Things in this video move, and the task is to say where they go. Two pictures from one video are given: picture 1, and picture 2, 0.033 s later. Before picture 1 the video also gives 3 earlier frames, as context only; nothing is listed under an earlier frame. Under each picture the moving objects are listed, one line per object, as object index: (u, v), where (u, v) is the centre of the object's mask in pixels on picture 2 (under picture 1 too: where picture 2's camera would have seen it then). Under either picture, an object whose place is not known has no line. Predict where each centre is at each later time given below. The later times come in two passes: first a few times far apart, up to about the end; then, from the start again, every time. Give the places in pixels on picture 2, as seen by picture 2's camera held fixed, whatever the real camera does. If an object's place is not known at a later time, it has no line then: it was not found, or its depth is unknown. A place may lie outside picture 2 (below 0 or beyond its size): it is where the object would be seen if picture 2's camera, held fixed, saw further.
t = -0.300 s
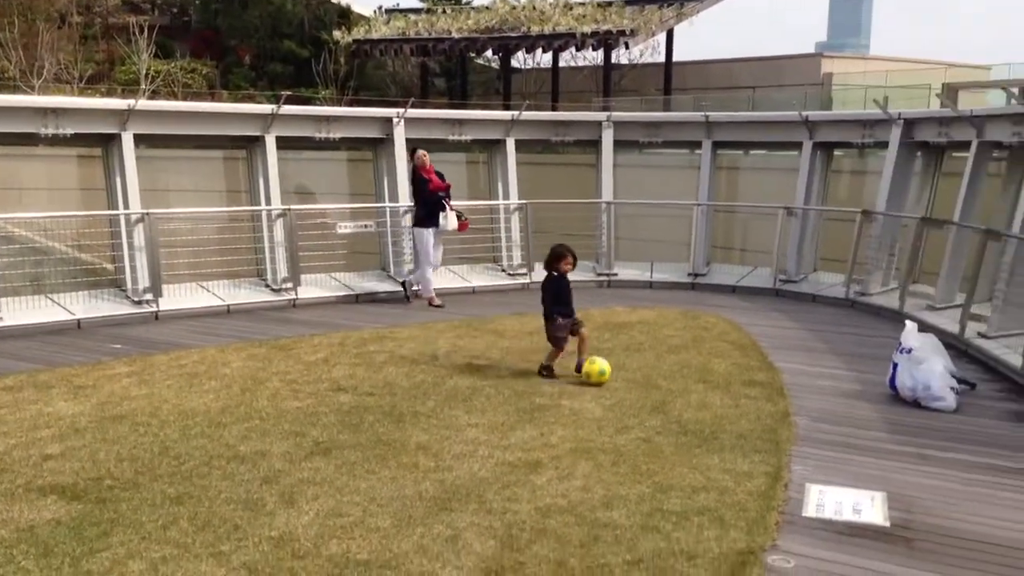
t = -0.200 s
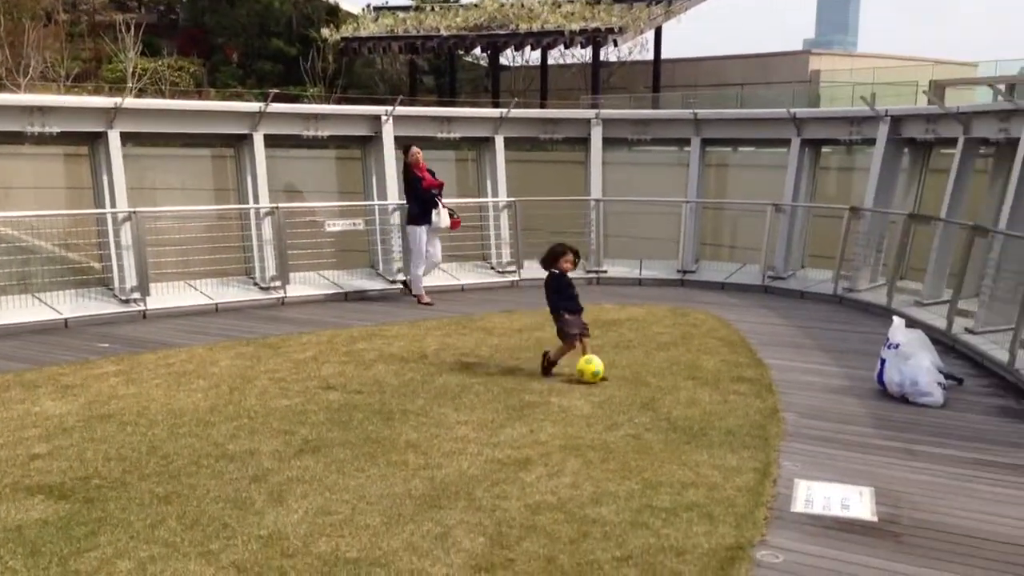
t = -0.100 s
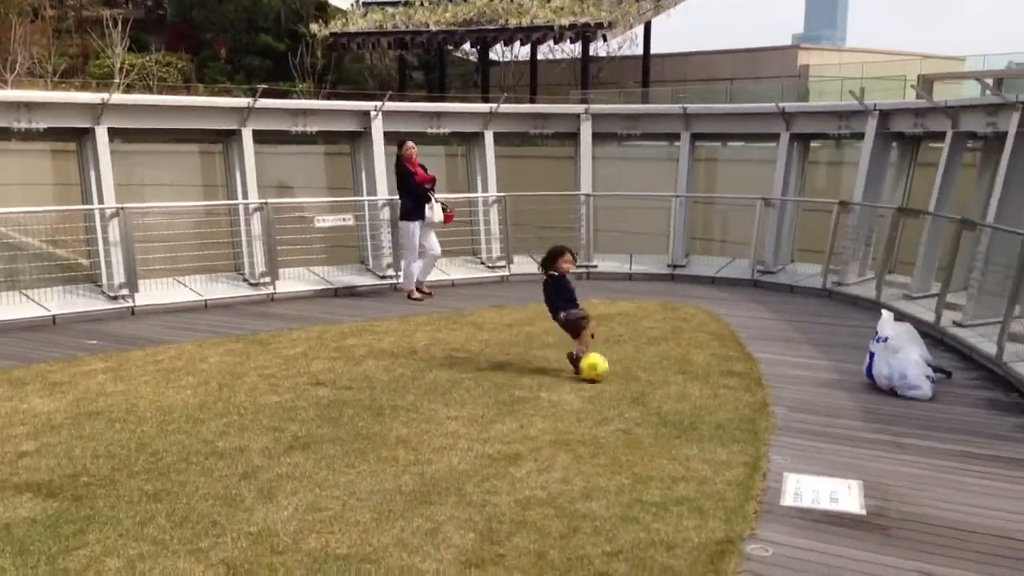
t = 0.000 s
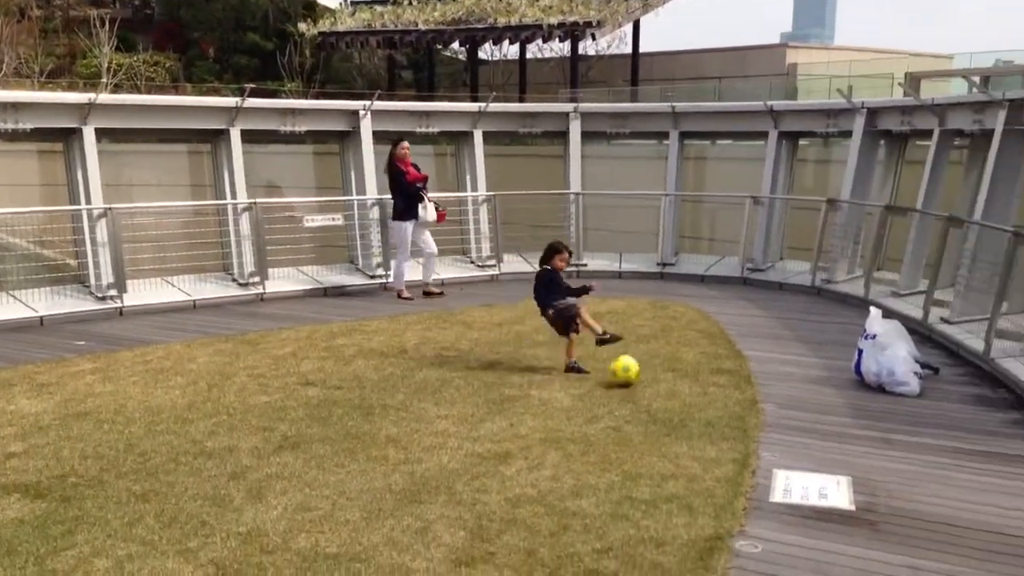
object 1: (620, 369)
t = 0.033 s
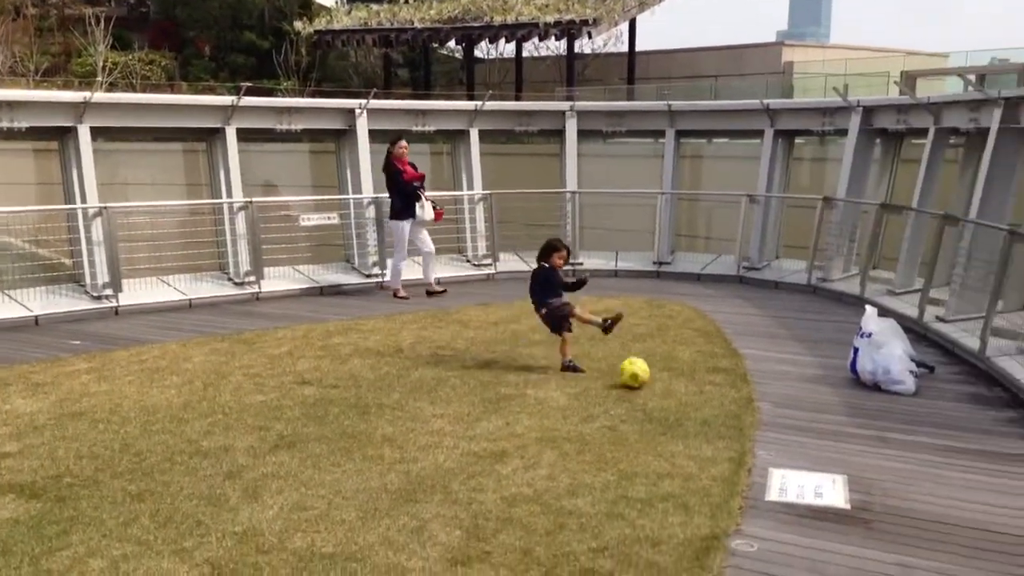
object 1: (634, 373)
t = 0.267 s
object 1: (718, 386)
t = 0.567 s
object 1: (827, 407)
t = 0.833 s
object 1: (933, 424)
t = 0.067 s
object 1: (647, 376)
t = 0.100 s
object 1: (659, 377)
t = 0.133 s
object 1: (672, 378)
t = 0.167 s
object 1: (683, 381)
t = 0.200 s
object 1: (695, 384)
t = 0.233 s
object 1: (707, 386)
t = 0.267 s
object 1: (718, 386)
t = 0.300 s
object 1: (731, 389)
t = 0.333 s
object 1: (741, 393)
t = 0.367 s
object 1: (754, 393)
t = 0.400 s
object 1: (766, 396)
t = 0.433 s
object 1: (778, 396)
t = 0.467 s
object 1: (791, 402)
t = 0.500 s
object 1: (803, 404)
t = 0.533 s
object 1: (816, 403)
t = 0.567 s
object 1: (827, 407)
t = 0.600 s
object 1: (841, 411)
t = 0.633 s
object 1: (854, 413)
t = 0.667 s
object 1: (866, 415)
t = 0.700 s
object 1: (878, 415)
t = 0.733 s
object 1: (892, 419)
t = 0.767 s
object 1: (905, 422)
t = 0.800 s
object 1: (919, 422)
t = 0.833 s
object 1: (933, 424)
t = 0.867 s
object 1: (946, 428)
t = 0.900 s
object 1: (960, 430)
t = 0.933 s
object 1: (973, 432)
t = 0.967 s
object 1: (987, 434)
